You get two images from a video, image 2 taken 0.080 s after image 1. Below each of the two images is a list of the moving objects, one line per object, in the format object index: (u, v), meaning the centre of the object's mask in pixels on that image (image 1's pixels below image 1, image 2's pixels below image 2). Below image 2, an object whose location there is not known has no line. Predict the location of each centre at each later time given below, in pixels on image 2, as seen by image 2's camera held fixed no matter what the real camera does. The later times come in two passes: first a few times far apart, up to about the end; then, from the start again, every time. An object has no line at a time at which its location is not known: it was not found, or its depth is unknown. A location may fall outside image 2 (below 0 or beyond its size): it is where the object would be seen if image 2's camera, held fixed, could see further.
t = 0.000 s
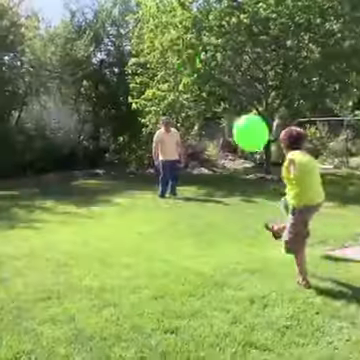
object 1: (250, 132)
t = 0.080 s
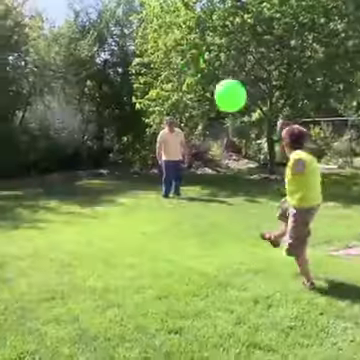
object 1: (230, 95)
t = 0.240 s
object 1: (190, 58)
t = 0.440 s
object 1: (153, 53)
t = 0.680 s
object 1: (126, 79)
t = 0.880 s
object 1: (112, 114)
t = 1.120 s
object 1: (102, 165)
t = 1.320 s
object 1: (97, 171)
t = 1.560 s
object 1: (90, 157)
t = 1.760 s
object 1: (86, 160)
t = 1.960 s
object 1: (84, 175)
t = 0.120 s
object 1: (219, 82)
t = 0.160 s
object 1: (209, 71)
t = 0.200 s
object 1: (199, 63)
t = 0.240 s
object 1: (190, 58)
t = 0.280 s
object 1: (181, 54)
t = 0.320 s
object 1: (173, 51)
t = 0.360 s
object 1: (166, 51)
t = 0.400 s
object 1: (159, 51)
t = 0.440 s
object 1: (153, 53)
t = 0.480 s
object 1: (147, 55)
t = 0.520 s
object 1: (142, 59)
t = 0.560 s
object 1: (138, 63)
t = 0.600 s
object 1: (133, 68)
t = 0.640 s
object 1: (129, 74)
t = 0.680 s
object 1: (126, 79)
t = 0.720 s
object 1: (123, 85)
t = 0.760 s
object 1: (120, 92)
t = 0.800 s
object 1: (117, 99)
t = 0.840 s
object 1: (114, 106)
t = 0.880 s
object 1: (112, 114)
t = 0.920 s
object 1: (110, 122)
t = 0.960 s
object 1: (108, 130)
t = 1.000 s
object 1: (106, 138)
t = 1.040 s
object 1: (105, 146)
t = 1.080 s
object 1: (103, 155)
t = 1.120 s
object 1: (102, 165)
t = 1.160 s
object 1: (101, 173)
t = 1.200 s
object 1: (100, 181)
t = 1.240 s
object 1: (99, 180)
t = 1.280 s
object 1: (98, 174)
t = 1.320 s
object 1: (97, 171)
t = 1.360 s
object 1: (95, 167)
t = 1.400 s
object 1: (93, 164)
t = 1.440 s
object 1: (93, 161)
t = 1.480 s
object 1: (91, 159)
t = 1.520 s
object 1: (90, 158)
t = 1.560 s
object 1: (90, 157)
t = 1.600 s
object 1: (89, 157)
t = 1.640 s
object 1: (88, 157)
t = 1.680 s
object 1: (88, 158)
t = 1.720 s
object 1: (87, 159)
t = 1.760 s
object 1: (86, 160)
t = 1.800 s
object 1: (86, 162)
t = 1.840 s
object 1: (85, 165)
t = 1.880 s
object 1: (85, 167)
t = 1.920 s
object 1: (84, 171)
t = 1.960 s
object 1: (84, 175)
